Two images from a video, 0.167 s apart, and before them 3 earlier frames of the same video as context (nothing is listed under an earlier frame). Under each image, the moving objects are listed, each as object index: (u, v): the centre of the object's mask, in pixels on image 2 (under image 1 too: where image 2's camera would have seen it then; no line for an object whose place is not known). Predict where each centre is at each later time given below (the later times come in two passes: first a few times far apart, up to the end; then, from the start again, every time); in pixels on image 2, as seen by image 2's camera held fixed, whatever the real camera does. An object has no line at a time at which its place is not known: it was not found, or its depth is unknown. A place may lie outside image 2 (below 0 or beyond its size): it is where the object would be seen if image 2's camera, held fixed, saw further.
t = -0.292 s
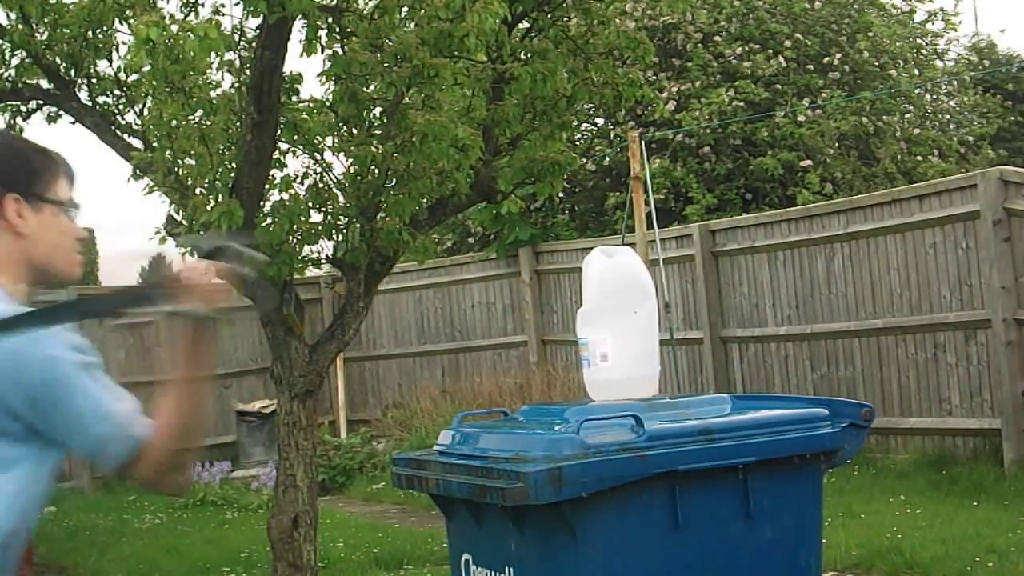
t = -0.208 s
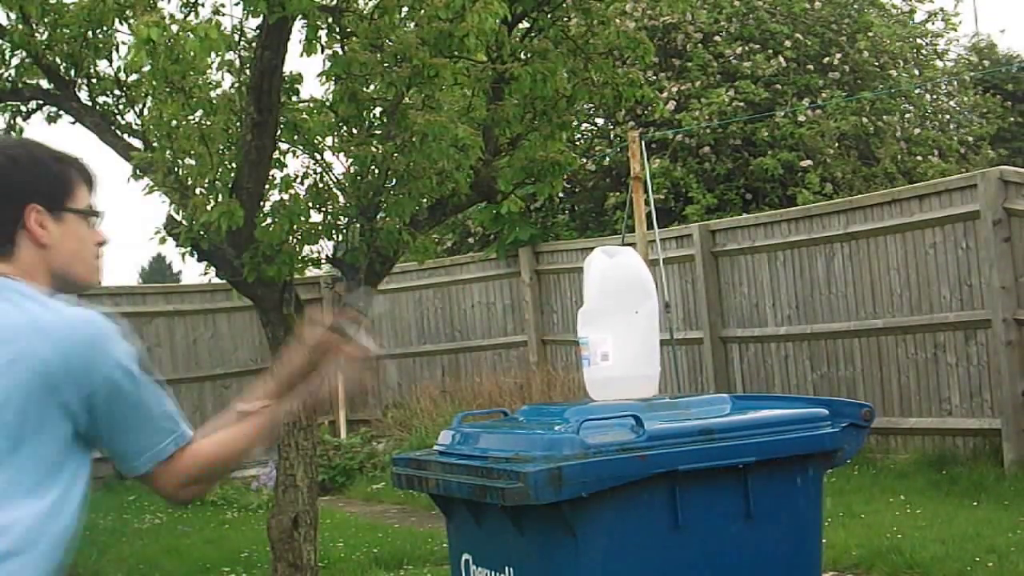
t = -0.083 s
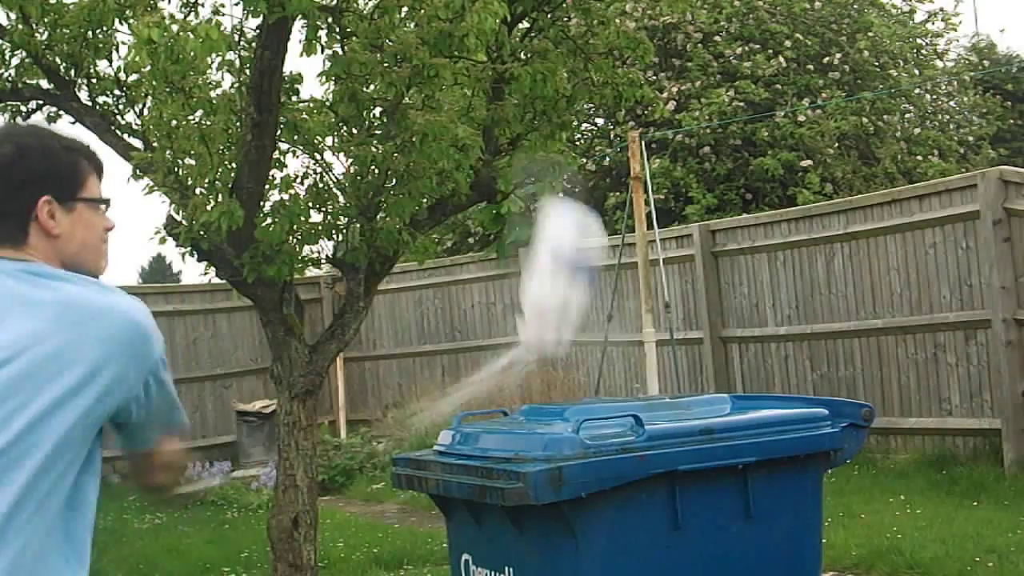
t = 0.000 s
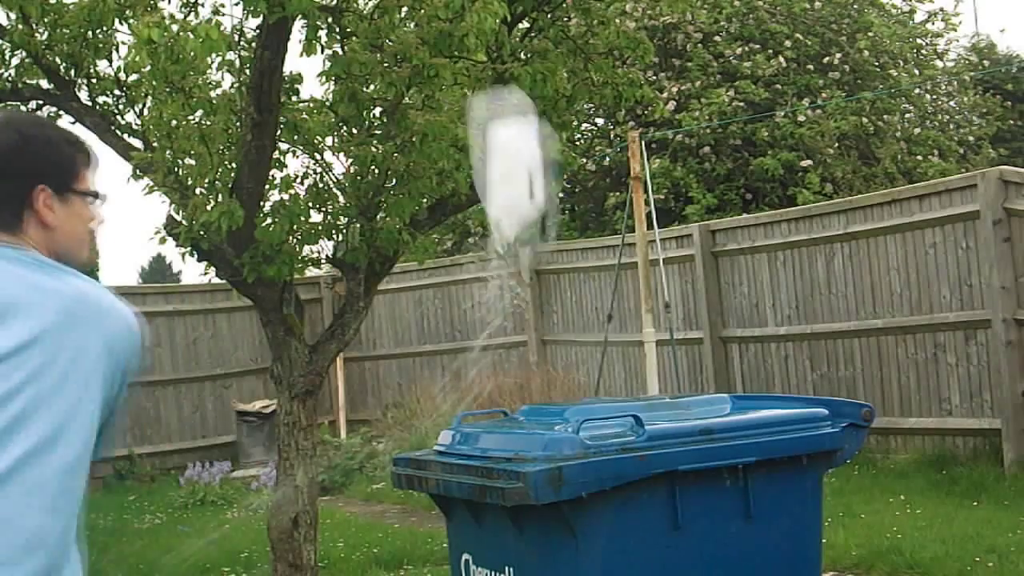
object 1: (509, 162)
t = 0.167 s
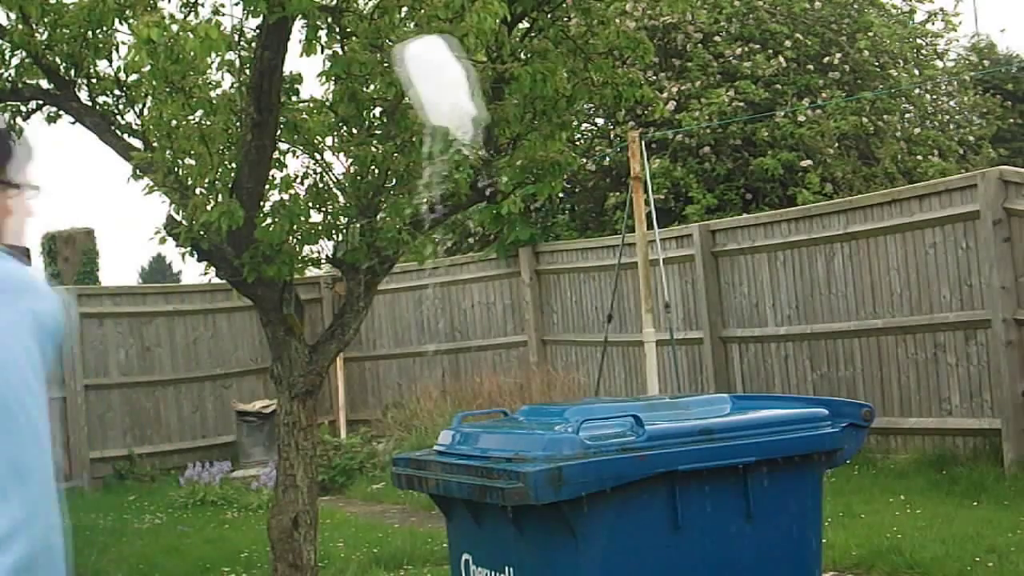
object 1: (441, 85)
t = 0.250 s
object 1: (413, 98)
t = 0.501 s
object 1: (353, 267)
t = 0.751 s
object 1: (305, 540)
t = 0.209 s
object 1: (424, 87)
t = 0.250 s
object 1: (413, 98)
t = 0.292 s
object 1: (397, 103)
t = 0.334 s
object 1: (382, 130)
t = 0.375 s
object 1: (372, 151)
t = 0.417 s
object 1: (365, 179)
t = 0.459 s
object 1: (355, 214)
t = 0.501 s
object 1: (353, 267)
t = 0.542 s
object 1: (336, 297)
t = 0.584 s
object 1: (330, 334)
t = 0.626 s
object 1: (326, 385)
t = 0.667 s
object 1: (318, 449)
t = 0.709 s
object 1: (311, 495)
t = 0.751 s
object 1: (305, 540)
